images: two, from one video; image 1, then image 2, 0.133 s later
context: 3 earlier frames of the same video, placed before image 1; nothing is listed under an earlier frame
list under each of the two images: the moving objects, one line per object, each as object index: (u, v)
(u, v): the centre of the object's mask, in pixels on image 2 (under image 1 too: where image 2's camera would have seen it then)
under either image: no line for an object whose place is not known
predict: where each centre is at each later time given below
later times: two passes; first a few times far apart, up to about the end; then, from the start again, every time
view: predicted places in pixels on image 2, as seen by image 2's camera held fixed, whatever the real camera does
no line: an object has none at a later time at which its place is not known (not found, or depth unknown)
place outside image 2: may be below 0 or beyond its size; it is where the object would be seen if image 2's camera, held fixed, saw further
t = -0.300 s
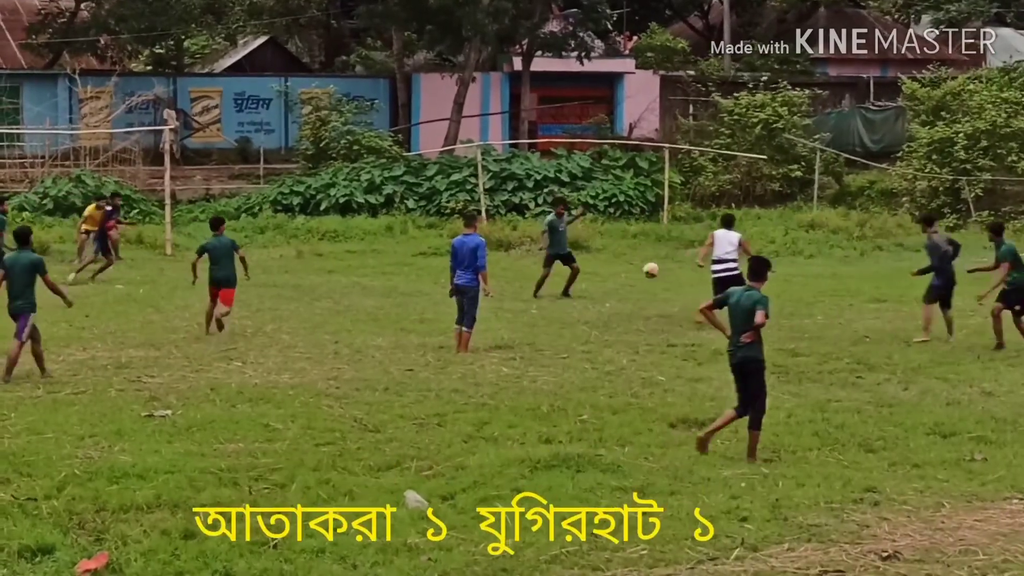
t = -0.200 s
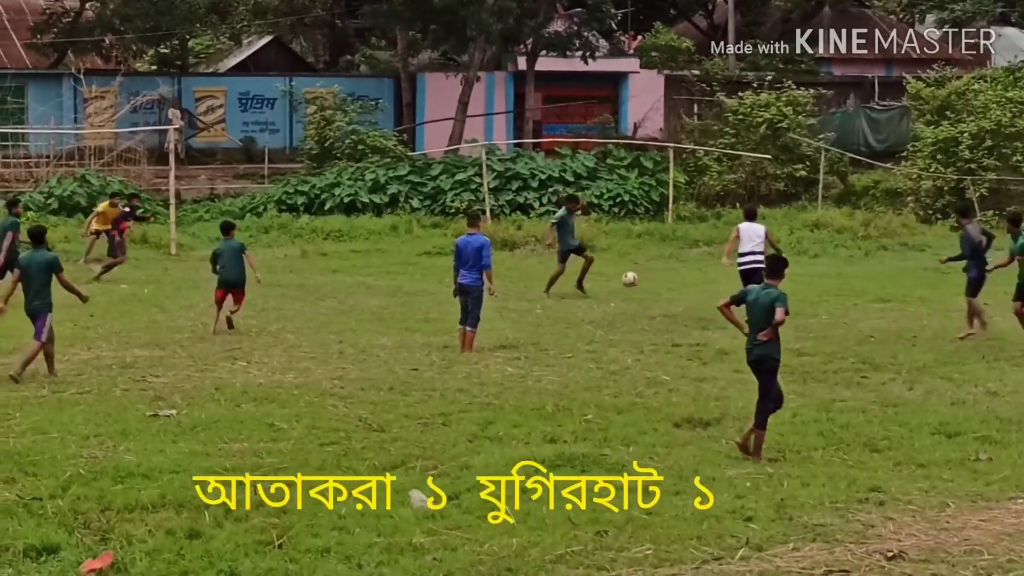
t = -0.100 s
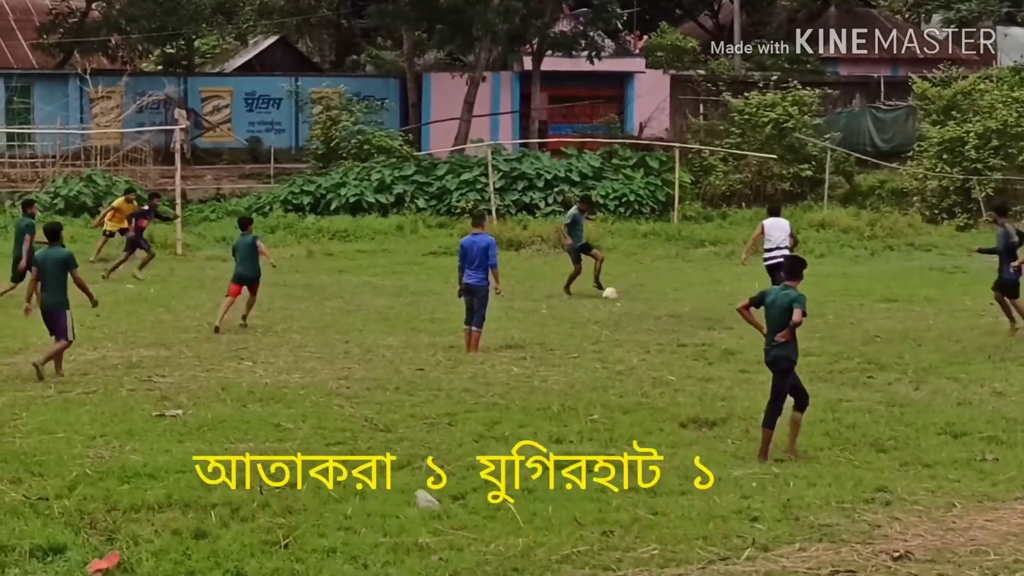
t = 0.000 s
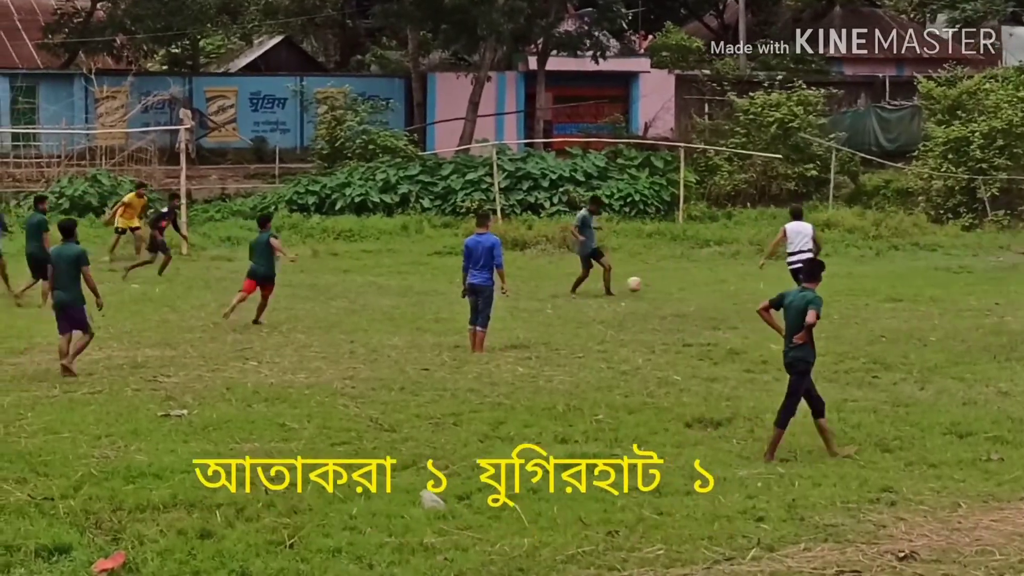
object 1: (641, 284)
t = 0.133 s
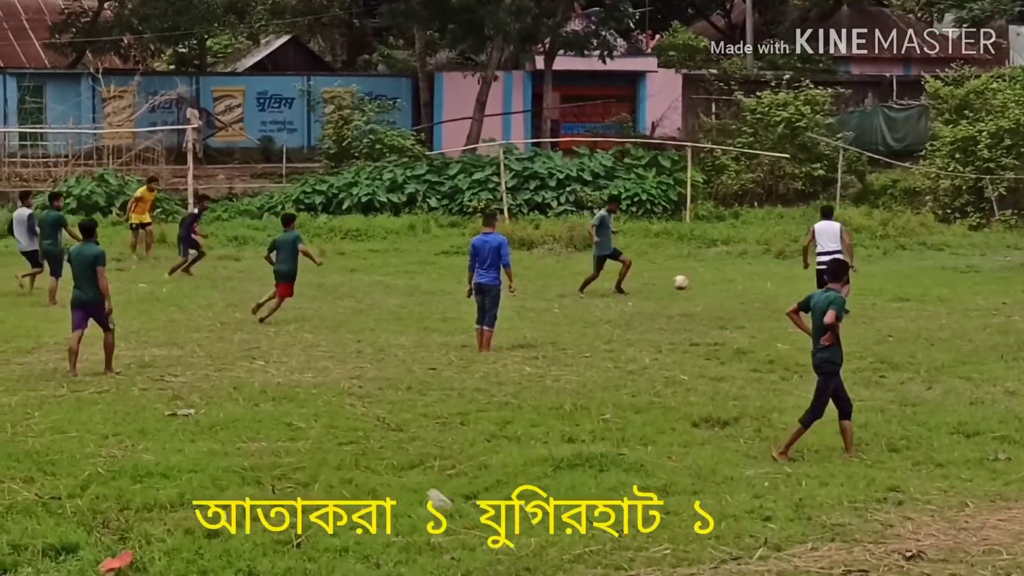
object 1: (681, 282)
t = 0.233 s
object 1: (710, 289)
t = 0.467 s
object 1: (755, 288)
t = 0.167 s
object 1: (690, 284)
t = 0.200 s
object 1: (700, 286)
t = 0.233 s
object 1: (710, 289)
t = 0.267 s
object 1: (719, 290)
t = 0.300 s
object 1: (726, 289)
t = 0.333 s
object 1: (732, 288)
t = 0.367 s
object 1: (738, 287)
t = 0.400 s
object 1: (743, 287)
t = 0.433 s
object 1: (749, 287)
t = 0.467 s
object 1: (755, 288)
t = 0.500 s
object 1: (761, 288)
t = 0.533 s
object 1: (765, 288)
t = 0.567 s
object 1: (769, 287)
